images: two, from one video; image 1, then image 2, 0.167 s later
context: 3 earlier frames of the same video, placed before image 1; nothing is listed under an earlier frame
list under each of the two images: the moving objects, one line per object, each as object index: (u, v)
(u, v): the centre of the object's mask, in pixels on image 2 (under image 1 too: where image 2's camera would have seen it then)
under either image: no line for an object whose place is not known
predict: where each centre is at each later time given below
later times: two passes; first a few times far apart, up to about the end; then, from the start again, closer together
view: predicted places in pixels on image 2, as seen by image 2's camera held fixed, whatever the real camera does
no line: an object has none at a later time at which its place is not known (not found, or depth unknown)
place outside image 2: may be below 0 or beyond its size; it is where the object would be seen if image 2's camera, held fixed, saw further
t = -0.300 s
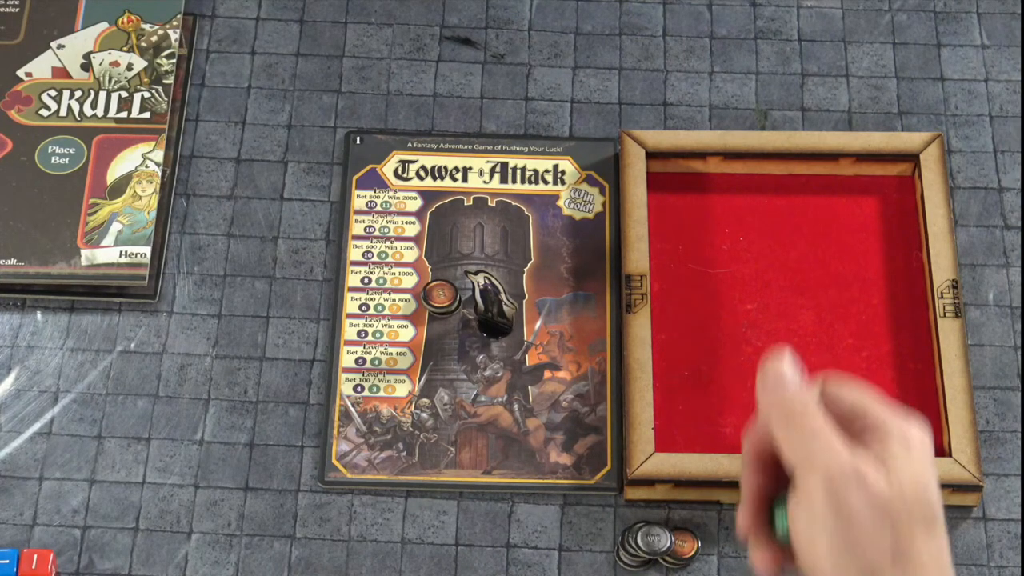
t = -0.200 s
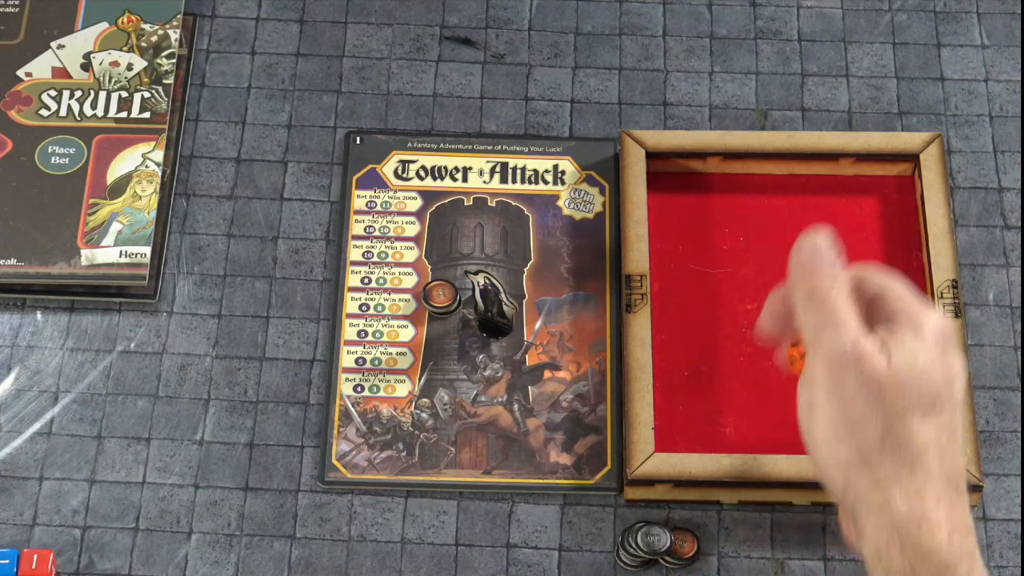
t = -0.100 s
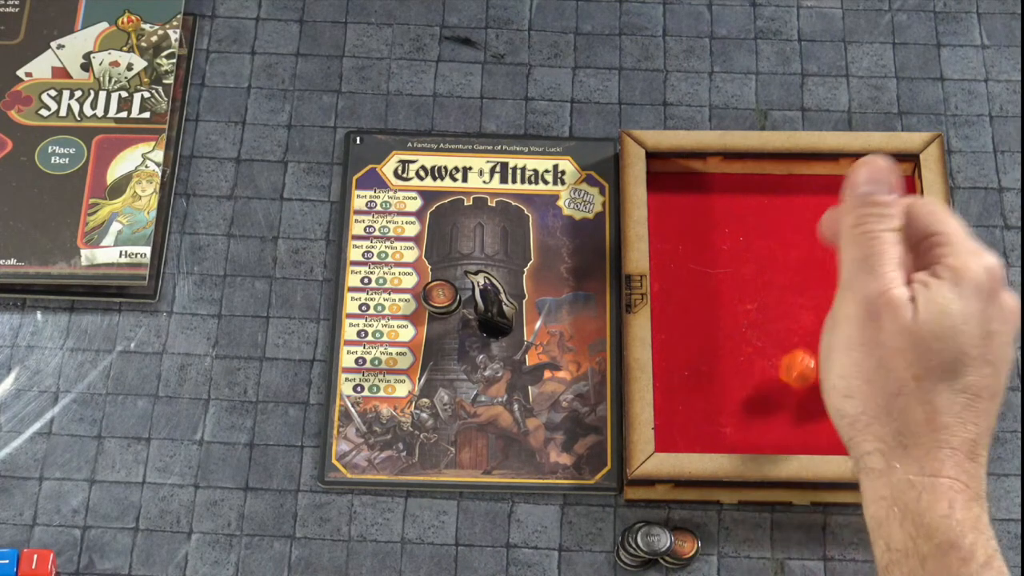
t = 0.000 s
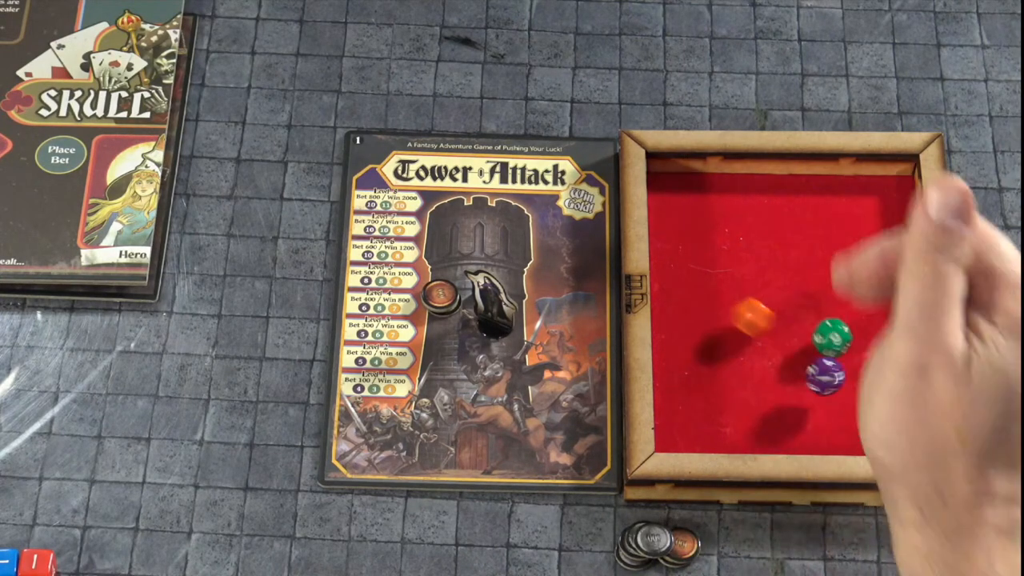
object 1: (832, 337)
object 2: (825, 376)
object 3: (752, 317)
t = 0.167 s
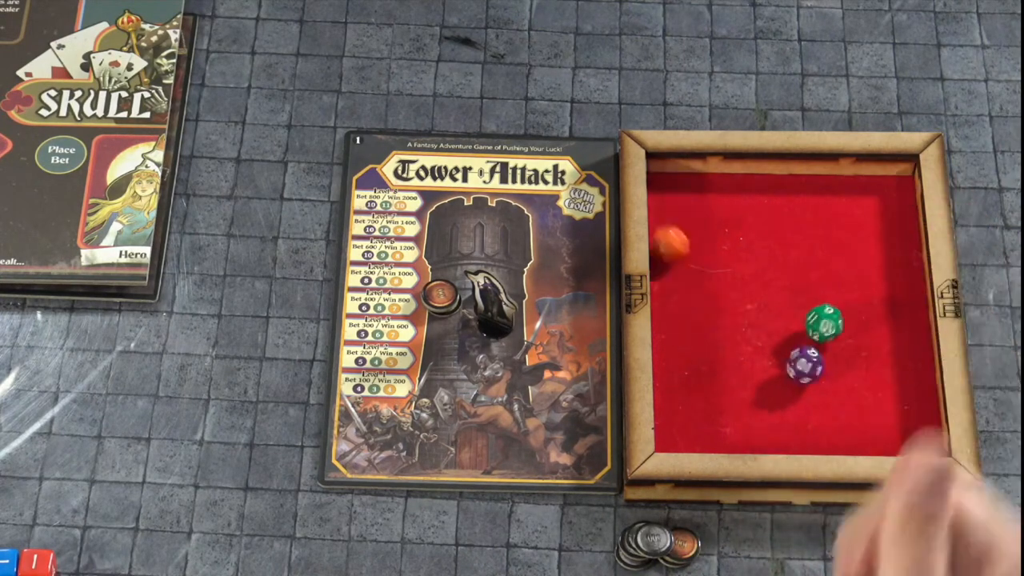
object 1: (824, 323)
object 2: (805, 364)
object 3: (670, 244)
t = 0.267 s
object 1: (816, 331)
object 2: (790, 363)
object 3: (675, 219)
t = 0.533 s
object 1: (816, 329)
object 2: (790, 364)
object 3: (666, 189)
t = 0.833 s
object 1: (816, 329)
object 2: (790, 365)
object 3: (667, 192)
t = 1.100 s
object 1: (816, 329)
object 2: (790, 365)
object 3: (667, 192)
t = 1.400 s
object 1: (816, 329)
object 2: (790, 365)
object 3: (667, 192)
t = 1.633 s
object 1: (816, 329)
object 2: (790, 364)
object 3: (667, 192)
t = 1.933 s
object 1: (816, 329)
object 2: (790, 365)
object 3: (667, 192)
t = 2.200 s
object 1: (816, 329)
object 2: (790, 365)
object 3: (667, 192)
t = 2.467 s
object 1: (816, 329)
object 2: (790, 365)
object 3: (667, 192)
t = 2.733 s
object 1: (816, 329)
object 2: (790, 365)
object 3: (667, 192)
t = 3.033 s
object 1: (816, 329)
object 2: (790, 365)
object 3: (667, 192)
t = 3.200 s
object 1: (816, 329)
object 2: (790, 364)
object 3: (667, 192)
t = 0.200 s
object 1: (821, 326)
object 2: (801, 363)
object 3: (669, 234)
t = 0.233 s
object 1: (817, 330)
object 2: (796, 362)
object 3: (673, 226)
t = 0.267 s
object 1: (816, 331)
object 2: (790, 363)
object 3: (675, 219)
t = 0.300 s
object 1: (817, 330)
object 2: (788, 364)
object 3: (679, 211)
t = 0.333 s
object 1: (819, 328)
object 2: (790, 365)
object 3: (680, 206)
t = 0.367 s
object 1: (819, 327)
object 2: (793, 365)
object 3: (680, 200)
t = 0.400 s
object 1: (816, 329)
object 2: (790, 364)
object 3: (678, 196)
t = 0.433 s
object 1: (817, 329)
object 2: (790, 364)
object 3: (676, 194)
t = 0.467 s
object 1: (817, 329)
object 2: (790, 365)
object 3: (672, 194)
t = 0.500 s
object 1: (816, 329)
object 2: (790, 364)
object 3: (667, 191)
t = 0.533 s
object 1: (816, 329)
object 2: (790, 364)
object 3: (666, 189)
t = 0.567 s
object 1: (816, 329)
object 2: (790, 364)
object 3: (667, 190)
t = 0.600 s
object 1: (816, 329)
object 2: (790, 364)
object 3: (668, 193)
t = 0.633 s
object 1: (816, 329)
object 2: (790, 365)
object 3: (667, 192)
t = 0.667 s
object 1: (816, 329)
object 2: (790, 364)
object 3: (667, 192)
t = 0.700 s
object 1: (816, 329)
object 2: (790, 364)
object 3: (667, 192)
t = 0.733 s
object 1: (816, 329)
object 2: (790, 365)
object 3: (667, 192)
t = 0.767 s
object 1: (816, 329)
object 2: (790, 365)
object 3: (667, 192)
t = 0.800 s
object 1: (816, 329)
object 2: (790, 365)
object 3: (667, 192)
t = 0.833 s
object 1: (816, 329)
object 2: (790, 365)
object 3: (667, 192)
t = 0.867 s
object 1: (816, 329)
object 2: (790, 365)
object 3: (667, 192)
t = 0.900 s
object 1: (816, 329)
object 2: (790, 365)
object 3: (667, 192)
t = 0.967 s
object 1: (816, 329)
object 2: (790, 365)
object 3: (667, 192)
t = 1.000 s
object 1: (816, 329)
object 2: (790, 364)
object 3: (667, 192)
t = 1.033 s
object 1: (816, 329)
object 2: (790, 365)
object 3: (667, 192)
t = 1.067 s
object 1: (816, 329)
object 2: (790, 365)
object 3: (667, 192)
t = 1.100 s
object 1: (816, 329)
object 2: (790, 365)
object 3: (667, 192)
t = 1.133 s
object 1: (816, 329)
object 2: (790, 365)
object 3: (667, 192)
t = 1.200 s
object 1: (816, 329)
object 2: (790, 365)
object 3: (667, 192)
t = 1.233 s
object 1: (816, 329)
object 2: (790, 365)
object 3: (667, 192)
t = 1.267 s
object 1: (816, 329)
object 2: (790, 365)
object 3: (667, 192)
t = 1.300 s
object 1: (816, 329)
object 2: (790, 365)
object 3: (667, 192)
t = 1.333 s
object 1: (816, 329)
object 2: (790, 365)
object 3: (667, 192)
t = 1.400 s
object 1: (816, 329)
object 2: (790, 365)
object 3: (667, 192)
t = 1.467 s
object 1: (816, 329)
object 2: (790, 365)
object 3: (667, 192)
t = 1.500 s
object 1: (816, 329)
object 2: (790, 365)
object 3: (667, 192)
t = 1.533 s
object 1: (816, 329)
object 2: (790, 365)
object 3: (667, 192)
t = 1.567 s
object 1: (816, 329)
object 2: (790, 365)
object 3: (667, 192)
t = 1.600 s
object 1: (816, 329)
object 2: (790, 364)
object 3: (667, 192)
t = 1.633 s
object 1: (816, 329)
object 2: (790, 364)
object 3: (667, 192)
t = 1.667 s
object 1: (816, 329)
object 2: (790, 364)
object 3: (667, 192)
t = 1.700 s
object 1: (816, 329)
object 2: (790, 365)
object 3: (667, 192)
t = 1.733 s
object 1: (816, 329)
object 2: (790, 365)
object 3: (667, 192)
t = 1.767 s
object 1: (816, 329)
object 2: (790, 365)
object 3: (667, 192)
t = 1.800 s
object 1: (816, 329)
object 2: (790, 365)
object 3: (667, 192)
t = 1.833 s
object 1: (816, 329)
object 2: (790, 365)
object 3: (667, 192)
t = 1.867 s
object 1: (816, 329)
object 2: (790, 365)
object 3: (667, 192)
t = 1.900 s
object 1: (816, 329)
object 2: (790, 365)
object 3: (667, 192)
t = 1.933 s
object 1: (816, 329)
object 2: (790, 365)
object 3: (667, 192)
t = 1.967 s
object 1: (816, 329)
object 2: (790, 365)
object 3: (667, 192)
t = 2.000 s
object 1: (816, 329)
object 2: (790, 365)
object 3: (667, 192)
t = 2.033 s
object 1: (816, 329)
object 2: (790, 364)
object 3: (667, 192)
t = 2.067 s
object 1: (816, 329)
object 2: (790, 365)
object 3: (667, 192)
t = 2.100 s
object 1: (816, 329)
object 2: (790, 364)
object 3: (667, 192)
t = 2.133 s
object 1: (816, 329)
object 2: (790, 365)
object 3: (667, 192)
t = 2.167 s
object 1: (816, 329)
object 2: (790, 365)
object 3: (667, 192)
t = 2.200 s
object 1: (816, 329)
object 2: (790, 365)
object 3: (667, 192)
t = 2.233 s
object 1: (816, 329)
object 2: (790, 365)
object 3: (667, 192)
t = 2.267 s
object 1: (816, 329)
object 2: (790, 364)
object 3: (667, 192)
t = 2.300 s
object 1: (816, 329)
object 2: (790, 365)
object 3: (667, 192)
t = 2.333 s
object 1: (816, 329)
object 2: (790, 364)
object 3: (667, 192)
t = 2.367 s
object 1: (816, 329)
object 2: (790, 364)
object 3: (667, 192)
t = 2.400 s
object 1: (816, 329)
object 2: (790, 365)
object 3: (667, 192)
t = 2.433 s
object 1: (816, 329)
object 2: (790, 365)
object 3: (667, 192)
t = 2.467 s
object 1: (816, 329)
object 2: (790, 365)
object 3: (667, 192)
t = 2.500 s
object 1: (816, 329)
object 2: (790, 365)
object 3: (667, 192)
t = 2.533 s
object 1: (816, 329)
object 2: (790, 365)
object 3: (667, 192)
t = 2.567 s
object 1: (816, 329)
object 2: (790, 364)
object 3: (667, 192)
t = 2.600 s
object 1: (816, 329)
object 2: (790, 364)
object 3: (667, 192)
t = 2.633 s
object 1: (816, 329)
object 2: (790, 364)
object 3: (667, 192)
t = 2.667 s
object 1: (816, 329)
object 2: (790, 365)
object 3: (667, 192)
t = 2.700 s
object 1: (816, 329)
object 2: (790, 365)
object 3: (667, 192)
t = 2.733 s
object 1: (816, 329)
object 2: (790, 365)
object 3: (667, 192)
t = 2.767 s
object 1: (816, 329)
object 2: (790, 365)
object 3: (667, 192)
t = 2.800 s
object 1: (816, 329)
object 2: (790, 365)
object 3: (667, 192)
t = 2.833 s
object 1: (816, 329)
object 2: (790, 365)
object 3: (667, 192)
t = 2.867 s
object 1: (816, 329)
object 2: (790, 364)
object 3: (667, 192)
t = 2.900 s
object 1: (816, 329)
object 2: (790, 364)
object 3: (667, 192)
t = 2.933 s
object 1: (816, 329)
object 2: (790, 365)
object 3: (667, 192)
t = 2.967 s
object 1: (816, 329)
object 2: (790, 364)
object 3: (667, 192)
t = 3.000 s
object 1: (816, 329)
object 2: (790, 365)
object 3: (667, 192)
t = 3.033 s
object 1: (816, 329)
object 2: (790, 365)
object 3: (667, 192)
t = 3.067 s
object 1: (816, 329)
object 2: (790, 365)
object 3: (667, 192)
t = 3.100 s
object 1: (816, 329)
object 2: (790, 365)
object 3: (667, 192)
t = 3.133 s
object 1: (816, 329)
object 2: (790, 364)
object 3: (667, 192)
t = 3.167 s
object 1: (816, 329)
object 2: (790, 365)
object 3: (667, 192)
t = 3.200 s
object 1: (816, 329)
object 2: (790, 364)
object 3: (667, 192)
